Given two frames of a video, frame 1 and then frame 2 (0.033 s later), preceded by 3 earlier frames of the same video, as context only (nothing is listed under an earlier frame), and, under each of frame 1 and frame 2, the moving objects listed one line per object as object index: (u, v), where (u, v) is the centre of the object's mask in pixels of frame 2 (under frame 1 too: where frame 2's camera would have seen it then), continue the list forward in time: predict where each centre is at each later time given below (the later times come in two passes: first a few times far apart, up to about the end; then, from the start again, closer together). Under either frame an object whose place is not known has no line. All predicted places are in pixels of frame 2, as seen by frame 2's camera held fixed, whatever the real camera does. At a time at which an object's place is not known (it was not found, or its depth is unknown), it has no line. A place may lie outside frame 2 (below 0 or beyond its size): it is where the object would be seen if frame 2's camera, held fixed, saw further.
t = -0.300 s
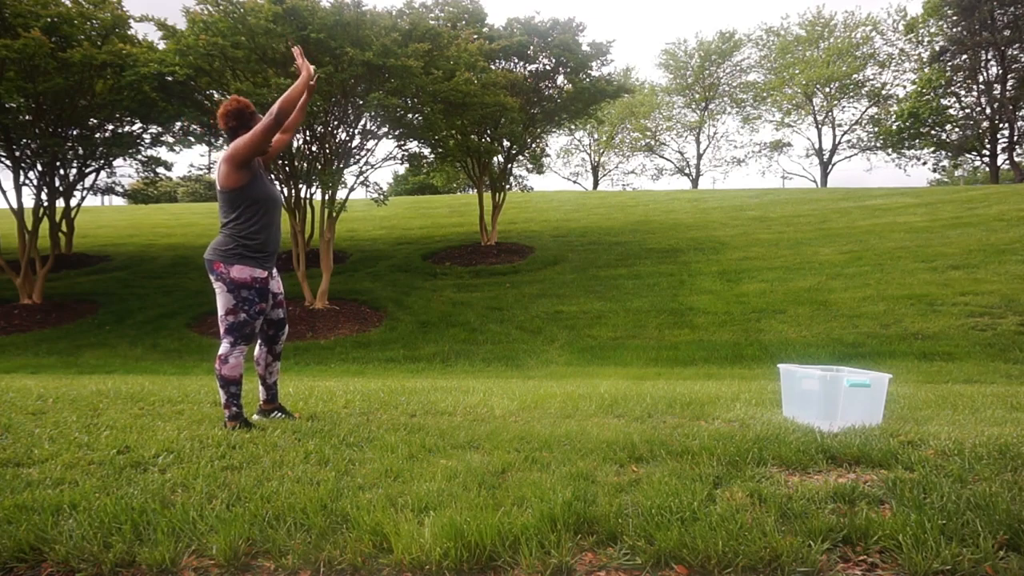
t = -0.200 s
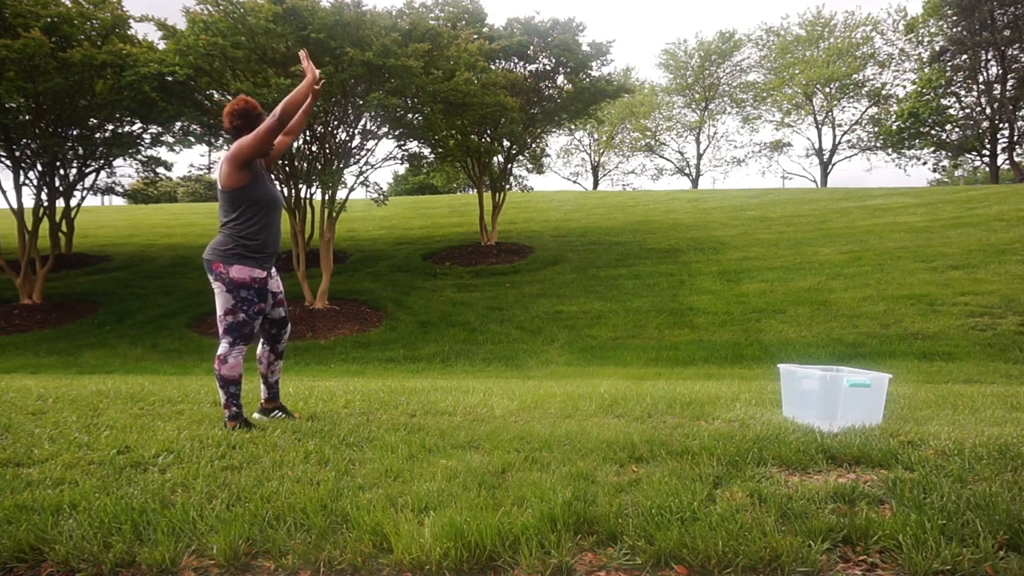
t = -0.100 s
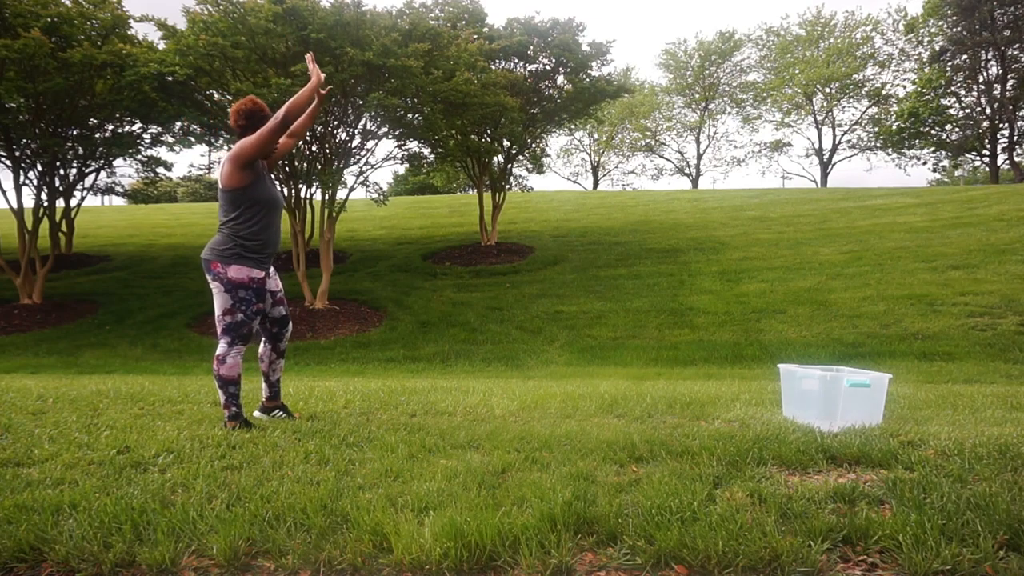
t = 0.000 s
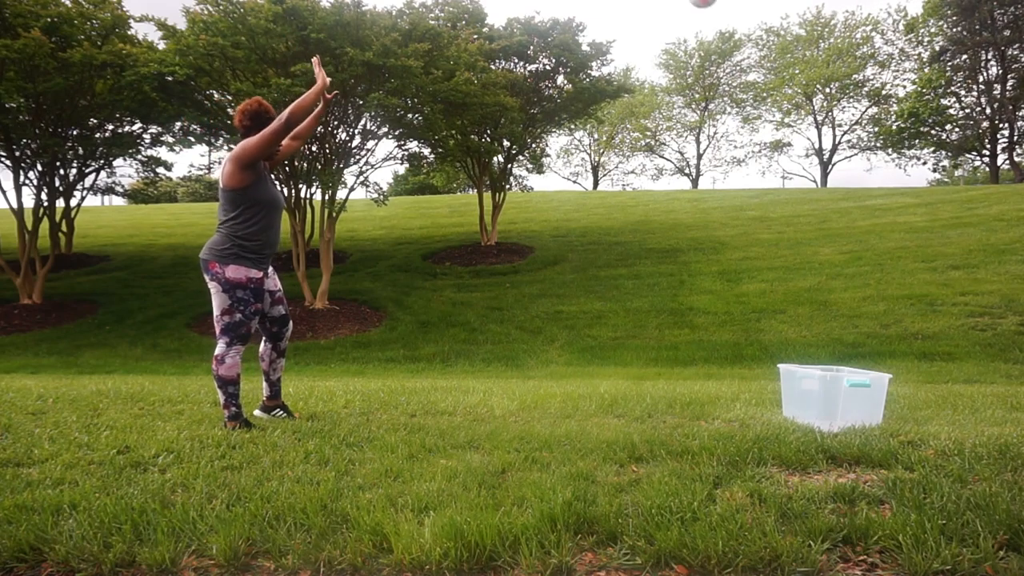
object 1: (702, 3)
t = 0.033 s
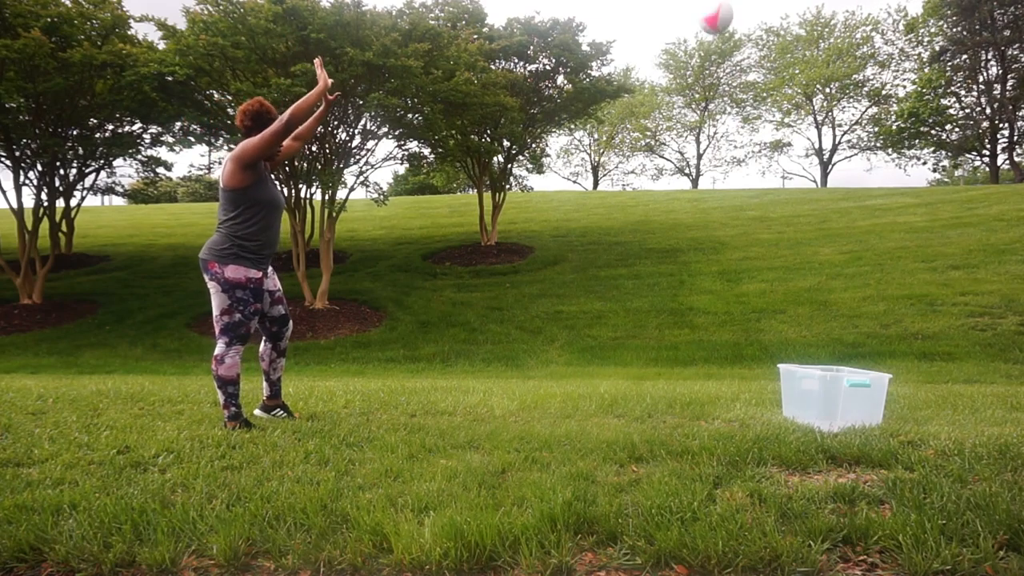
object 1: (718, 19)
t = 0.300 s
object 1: (808, 297)
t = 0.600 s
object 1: (839, 333)
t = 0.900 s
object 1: (821, 338)
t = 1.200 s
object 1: (825, 383)
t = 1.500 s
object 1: (833, 405)
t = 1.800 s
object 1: (833, 403)
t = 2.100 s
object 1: (834, 405)
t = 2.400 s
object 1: (833, 406)
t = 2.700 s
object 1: (834, 406)
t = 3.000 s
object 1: (834, 406)
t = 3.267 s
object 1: (834, 406)
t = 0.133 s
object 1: (750, 106)
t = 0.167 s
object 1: (762, 141)
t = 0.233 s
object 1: (785, 215)
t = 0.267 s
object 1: (796, 255)
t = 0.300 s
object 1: (808, 297)
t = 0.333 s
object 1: (819, 342)
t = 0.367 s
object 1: (828, 385)
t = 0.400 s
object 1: (841, 408)
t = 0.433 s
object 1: (847, 391)
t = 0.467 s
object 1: (845, 372)
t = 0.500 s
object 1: (847, 359)
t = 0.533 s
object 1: (844, 351)
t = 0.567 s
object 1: (842, 341)
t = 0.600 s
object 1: (839, 333)
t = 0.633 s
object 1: (837, 326)
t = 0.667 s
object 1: (835, 321)
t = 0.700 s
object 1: (834, 318)
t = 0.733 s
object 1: (832, 317)
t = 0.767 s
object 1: (830, 318)
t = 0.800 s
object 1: (827, 321)
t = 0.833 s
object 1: (825, 325)
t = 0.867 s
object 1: (823, 331)
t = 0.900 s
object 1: (821, 338)
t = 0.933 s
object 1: (819, 347)
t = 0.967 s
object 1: (818, 357)
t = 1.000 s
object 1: (816, 364)
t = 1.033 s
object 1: (812, 385)
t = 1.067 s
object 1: (811, 404)
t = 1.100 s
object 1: (813, 401)
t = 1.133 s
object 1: (818, 394)
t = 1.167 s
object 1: (821, 387)
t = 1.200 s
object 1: (825, 383)
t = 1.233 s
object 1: (828, 380)
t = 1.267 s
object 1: (830, 379)
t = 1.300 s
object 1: (835, 378)
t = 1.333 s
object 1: (836, 378)
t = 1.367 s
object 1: (836, 382)
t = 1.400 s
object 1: (835, 384)
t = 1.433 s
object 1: (835, 389)
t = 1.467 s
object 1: (834, 395)
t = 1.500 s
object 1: (833, 405)
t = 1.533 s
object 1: (832, 403)
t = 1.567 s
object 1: (833, 400)
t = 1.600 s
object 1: (833, 398)
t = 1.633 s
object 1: (833, 398)
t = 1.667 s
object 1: (833, 399)
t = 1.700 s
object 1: (833, 402)
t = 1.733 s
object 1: (832, 405)
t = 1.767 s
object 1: (833, 403)
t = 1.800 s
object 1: (833, 403)
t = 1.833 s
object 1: (833, 404)
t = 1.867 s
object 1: (834, 405)
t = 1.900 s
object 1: (834, 405)
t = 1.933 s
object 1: (834, 405)
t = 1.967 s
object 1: (834, 405)
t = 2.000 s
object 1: (834, 405)
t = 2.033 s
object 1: (834, 405)
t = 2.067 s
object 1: (834, 405)
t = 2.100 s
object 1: (834, 405)
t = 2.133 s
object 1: (834, 405)
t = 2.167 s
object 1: (834, 405)
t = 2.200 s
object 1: (834, 405)
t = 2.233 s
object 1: (834, 405)
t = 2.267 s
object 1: (834, 405)
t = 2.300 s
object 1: (834, 405)
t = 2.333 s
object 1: (833, 405)
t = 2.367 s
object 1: (833, 405)
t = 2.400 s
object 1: (833, 406)
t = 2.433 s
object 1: (833, 406)
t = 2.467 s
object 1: (834, 406)
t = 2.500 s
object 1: (834, 406)
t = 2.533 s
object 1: (834, 406)
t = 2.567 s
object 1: (834, 406)
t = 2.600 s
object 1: (834, 406)
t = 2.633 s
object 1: (834, 406)
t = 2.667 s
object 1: (834, 406)
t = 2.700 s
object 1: (834, 406)
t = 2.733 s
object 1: (834, 406)
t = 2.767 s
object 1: (834, 406)
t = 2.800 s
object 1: (834, 406)
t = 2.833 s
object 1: (834, 406)
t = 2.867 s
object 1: (834, 406)
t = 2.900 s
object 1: (834, 406)
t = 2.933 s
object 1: (834, 406)
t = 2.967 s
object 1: (834, 406)
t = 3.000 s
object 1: (834, 406)
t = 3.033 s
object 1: (834, 406)
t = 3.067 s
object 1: (834, 406)
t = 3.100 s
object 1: (834, 406)
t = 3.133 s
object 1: (834, 406)
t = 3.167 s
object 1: (834, 406)
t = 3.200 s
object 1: (834, 406)
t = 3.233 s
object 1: (834, 406)
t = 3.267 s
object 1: (834, 406)
